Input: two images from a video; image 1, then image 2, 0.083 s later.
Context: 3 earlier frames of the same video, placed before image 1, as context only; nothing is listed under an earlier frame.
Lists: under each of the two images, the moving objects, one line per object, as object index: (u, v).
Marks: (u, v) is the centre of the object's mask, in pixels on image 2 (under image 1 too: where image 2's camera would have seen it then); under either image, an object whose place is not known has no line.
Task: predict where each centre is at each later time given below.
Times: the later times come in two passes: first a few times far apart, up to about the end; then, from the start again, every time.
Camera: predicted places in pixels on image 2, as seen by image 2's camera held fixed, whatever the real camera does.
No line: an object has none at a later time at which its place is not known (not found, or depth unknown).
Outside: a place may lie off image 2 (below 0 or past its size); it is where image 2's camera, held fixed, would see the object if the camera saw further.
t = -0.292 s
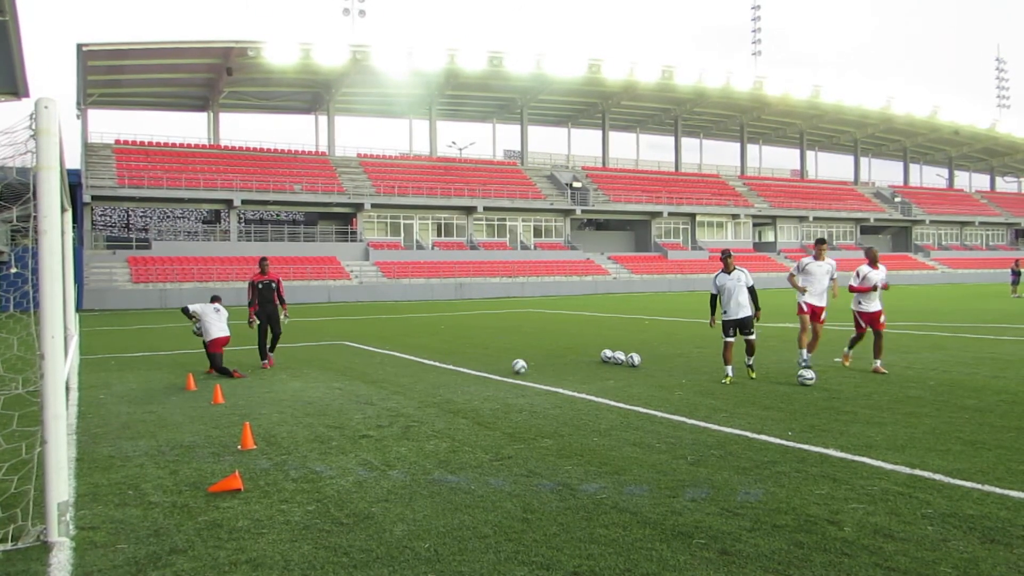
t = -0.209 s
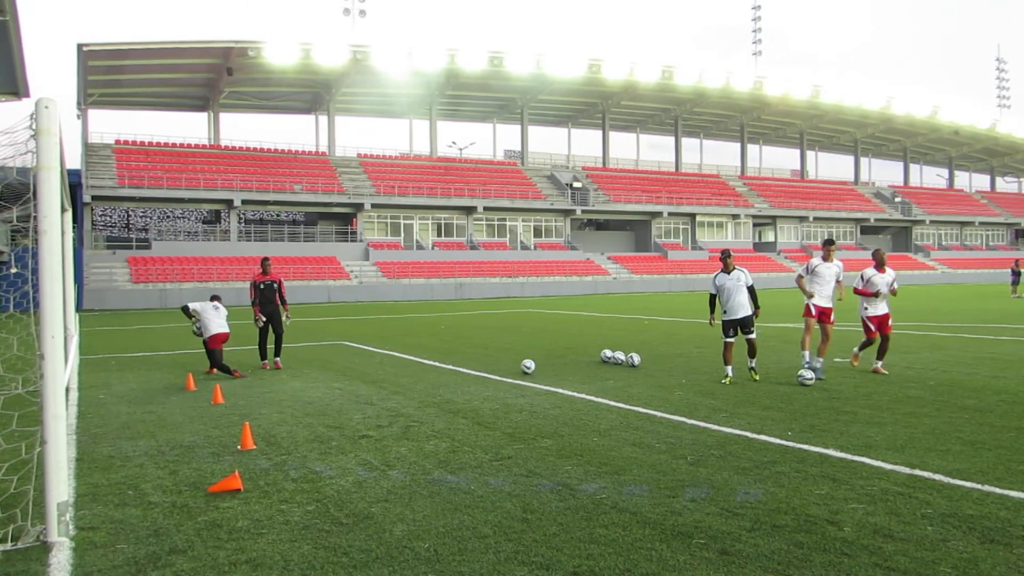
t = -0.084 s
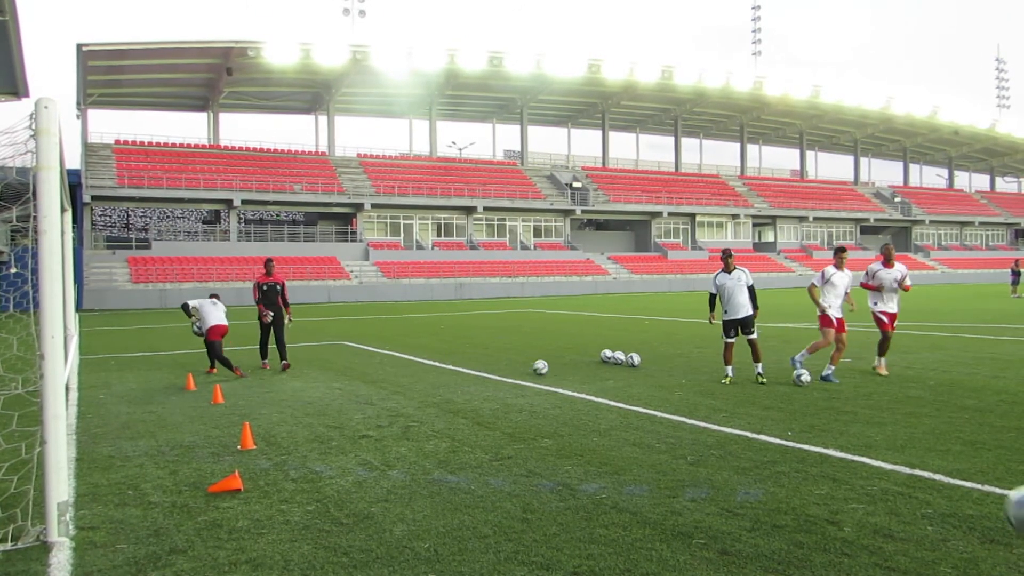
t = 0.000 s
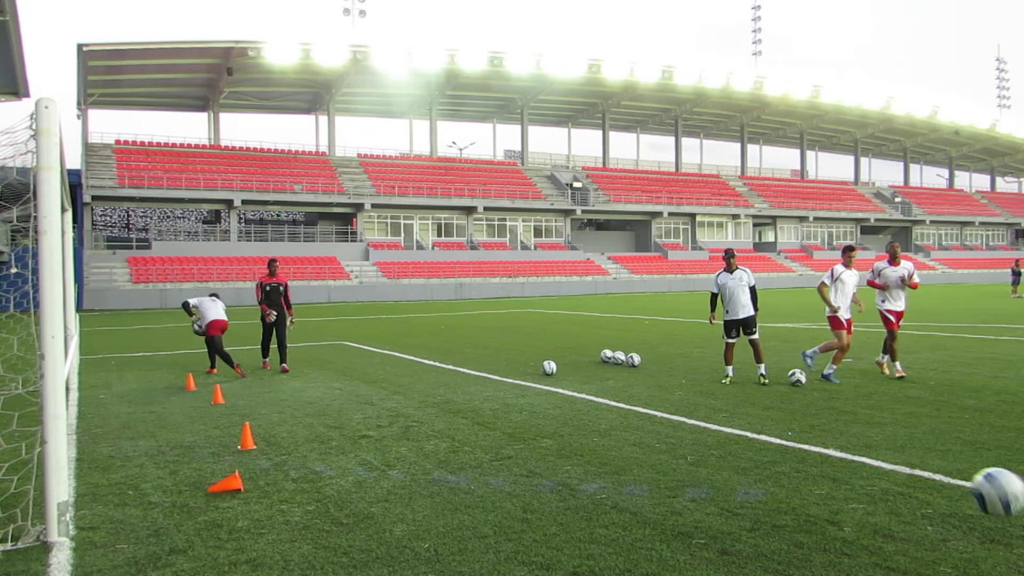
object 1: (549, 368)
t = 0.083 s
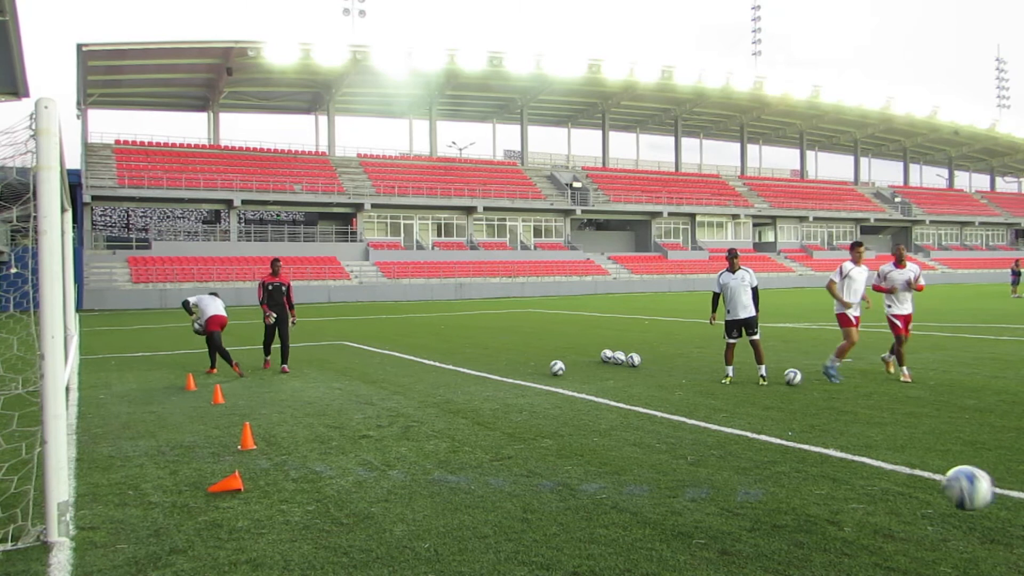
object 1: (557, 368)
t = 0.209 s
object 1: (569, 368)
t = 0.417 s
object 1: (588, 369)
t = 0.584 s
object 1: (601, 370)
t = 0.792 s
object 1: (617, 371)
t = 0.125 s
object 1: (561, 368)
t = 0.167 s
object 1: (565, 368)
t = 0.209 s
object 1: (569, 368)
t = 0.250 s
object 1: (573, 369)
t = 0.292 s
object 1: (576, 369)
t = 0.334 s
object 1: (580, 369)
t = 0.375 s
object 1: (584, 369)
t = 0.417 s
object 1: (588, 369)
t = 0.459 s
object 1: (591, 369)
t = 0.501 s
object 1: (594, 370)
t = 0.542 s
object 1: (598, 370)
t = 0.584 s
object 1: (601, 370)
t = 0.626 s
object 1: (605, 370)
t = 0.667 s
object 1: (608, 370)
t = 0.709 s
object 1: (611, 371)
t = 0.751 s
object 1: (614, 371)
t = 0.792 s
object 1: (617, 371)
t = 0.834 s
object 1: (620, 371)
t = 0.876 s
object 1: (623, 372)
